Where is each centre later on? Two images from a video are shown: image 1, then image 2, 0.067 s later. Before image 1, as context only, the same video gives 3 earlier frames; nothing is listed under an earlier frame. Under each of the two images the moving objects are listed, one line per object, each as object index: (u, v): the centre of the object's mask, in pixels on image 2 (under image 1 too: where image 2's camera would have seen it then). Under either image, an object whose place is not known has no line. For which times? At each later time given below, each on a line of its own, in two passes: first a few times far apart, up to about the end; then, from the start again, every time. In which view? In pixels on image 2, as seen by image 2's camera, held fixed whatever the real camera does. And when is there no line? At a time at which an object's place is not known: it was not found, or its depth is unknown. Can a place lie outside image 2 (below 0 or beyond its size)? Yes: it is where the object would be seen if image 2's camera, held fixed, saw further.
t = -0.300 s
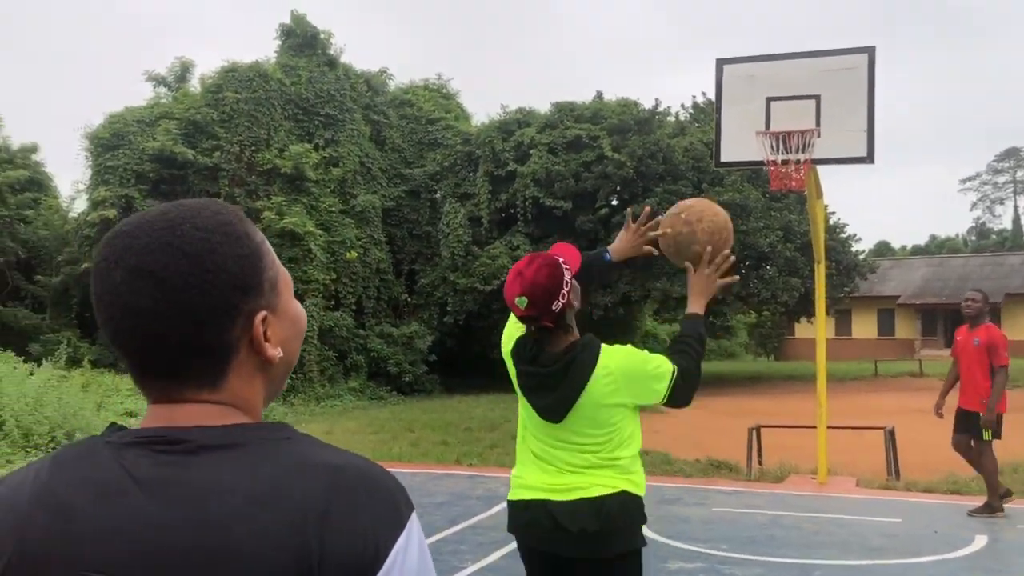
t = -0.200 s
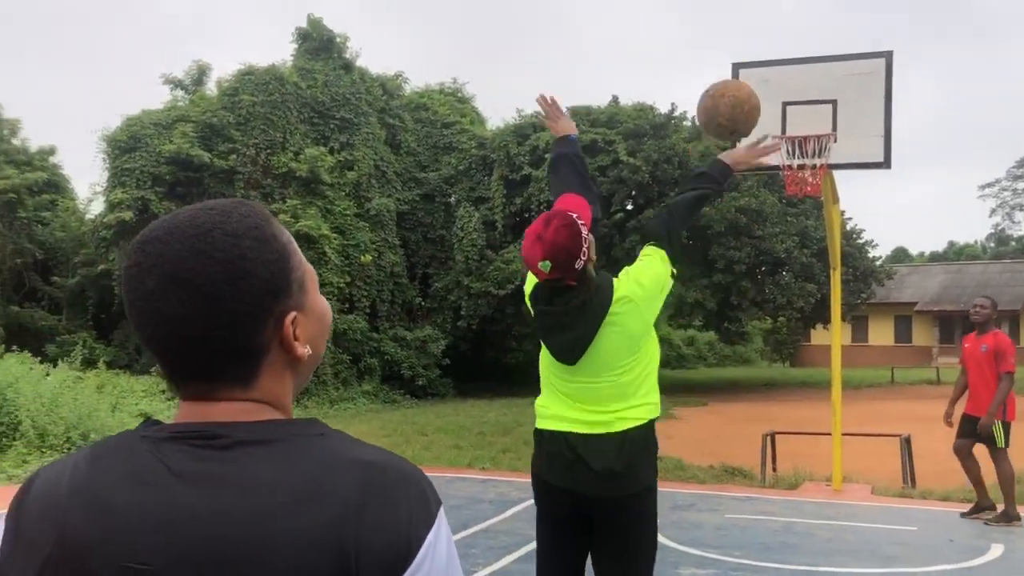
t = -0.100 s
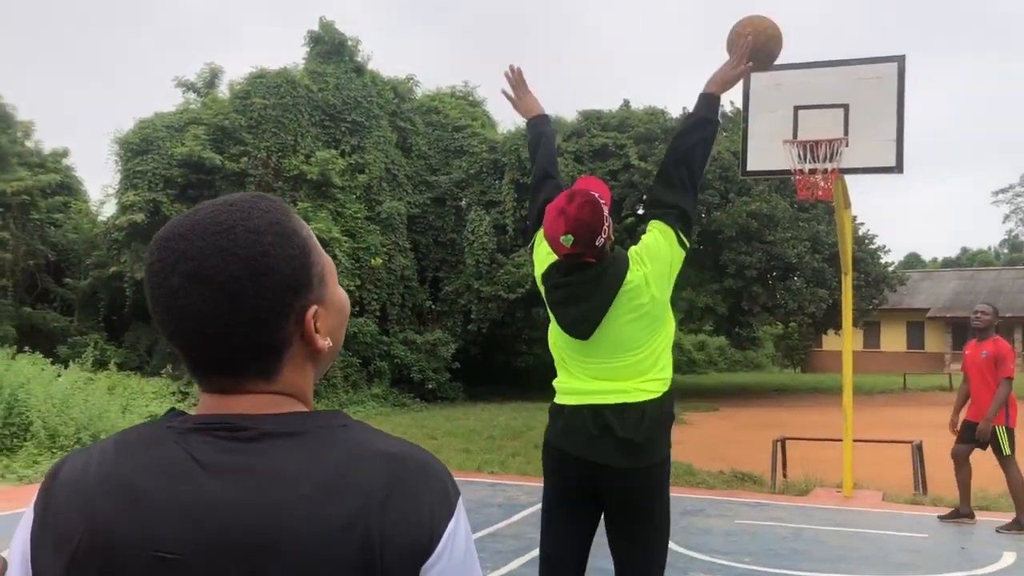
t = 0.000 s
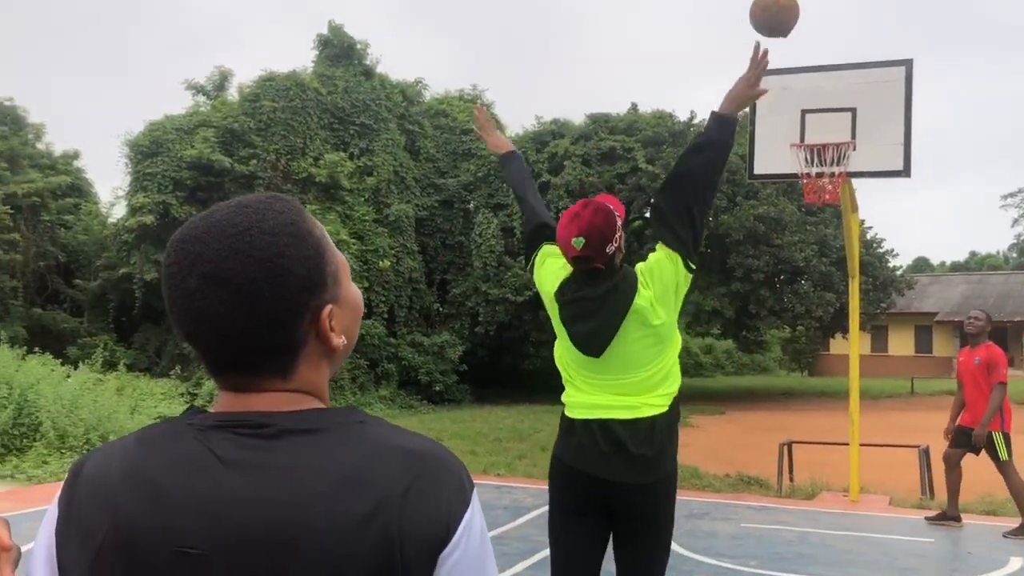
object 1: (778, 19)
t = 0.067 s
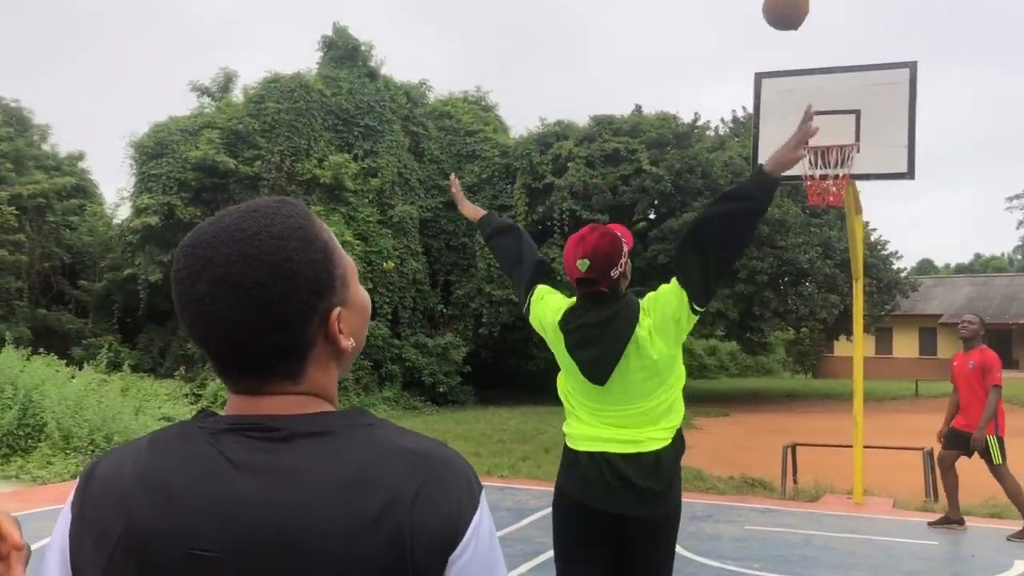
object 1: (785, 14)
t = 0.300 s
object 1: (806, 43)
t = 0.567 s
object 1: (822, 156)
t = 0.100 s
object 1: (789, 13)
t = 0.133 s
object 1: (792, 13)
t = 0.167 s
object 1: (795, 14)
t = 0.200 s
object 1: (799, 18)
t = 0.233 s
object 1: (801, 25)
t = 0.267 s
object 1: (804, 33)
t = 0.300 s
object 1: (806, 43)
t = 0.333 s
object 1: (809, 53)
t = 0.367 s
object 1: (811, 65)
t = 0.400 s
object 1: (814, 78)
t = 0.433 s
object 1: (815, 92)
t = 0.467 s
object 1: (817, 107)
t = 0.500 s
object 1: (819, 122)
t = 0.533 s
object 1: (820, 139)
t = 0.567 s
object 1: (822, 156)
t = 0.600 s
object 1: (825, 174)
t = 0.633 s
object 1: (825, 191)
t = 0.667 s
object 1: (826, 204)
